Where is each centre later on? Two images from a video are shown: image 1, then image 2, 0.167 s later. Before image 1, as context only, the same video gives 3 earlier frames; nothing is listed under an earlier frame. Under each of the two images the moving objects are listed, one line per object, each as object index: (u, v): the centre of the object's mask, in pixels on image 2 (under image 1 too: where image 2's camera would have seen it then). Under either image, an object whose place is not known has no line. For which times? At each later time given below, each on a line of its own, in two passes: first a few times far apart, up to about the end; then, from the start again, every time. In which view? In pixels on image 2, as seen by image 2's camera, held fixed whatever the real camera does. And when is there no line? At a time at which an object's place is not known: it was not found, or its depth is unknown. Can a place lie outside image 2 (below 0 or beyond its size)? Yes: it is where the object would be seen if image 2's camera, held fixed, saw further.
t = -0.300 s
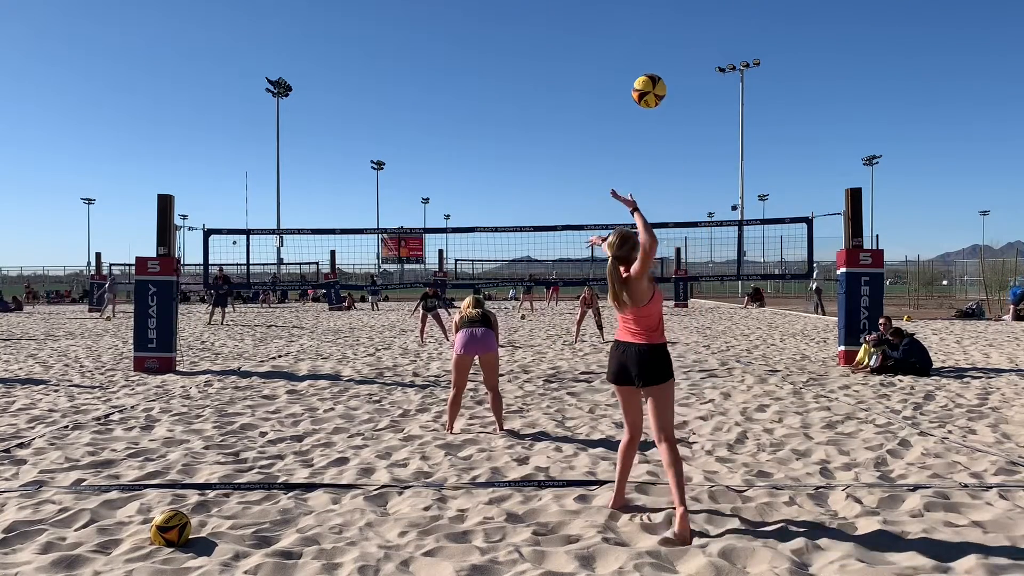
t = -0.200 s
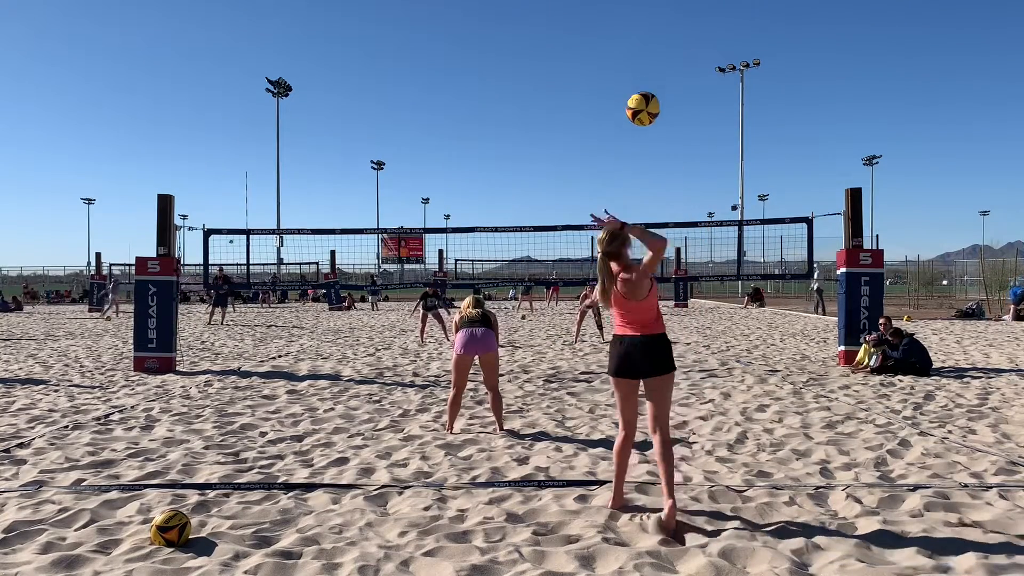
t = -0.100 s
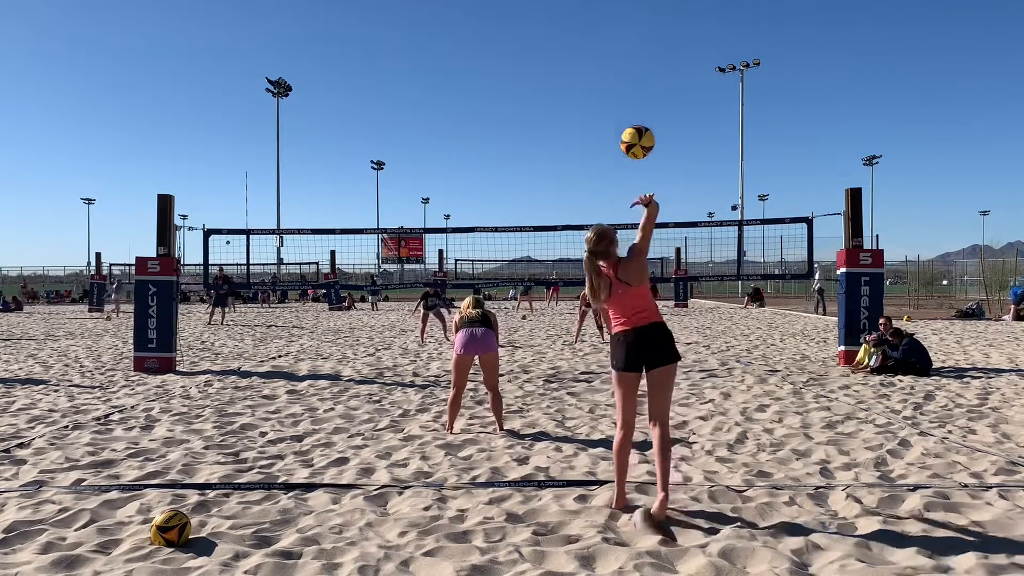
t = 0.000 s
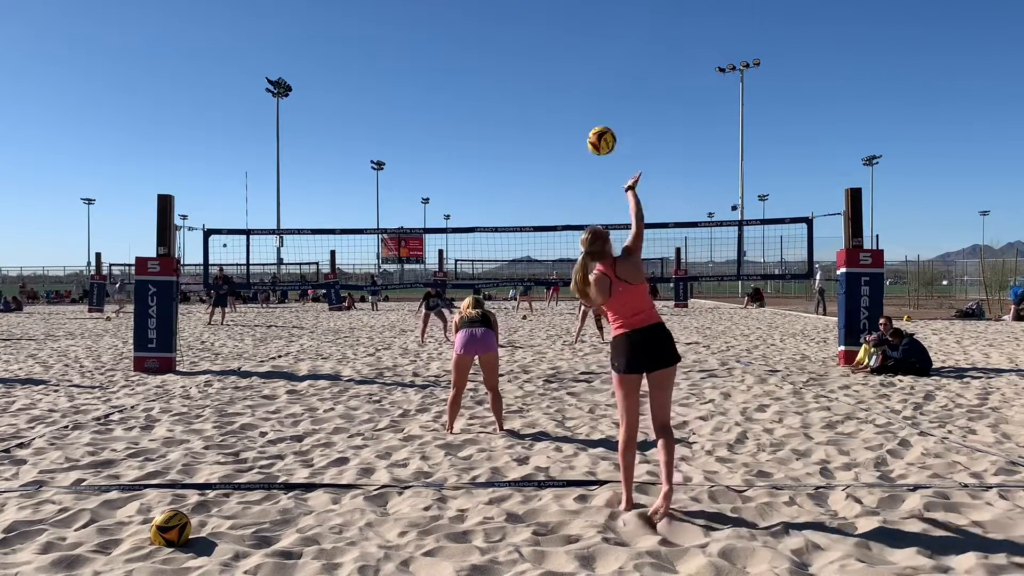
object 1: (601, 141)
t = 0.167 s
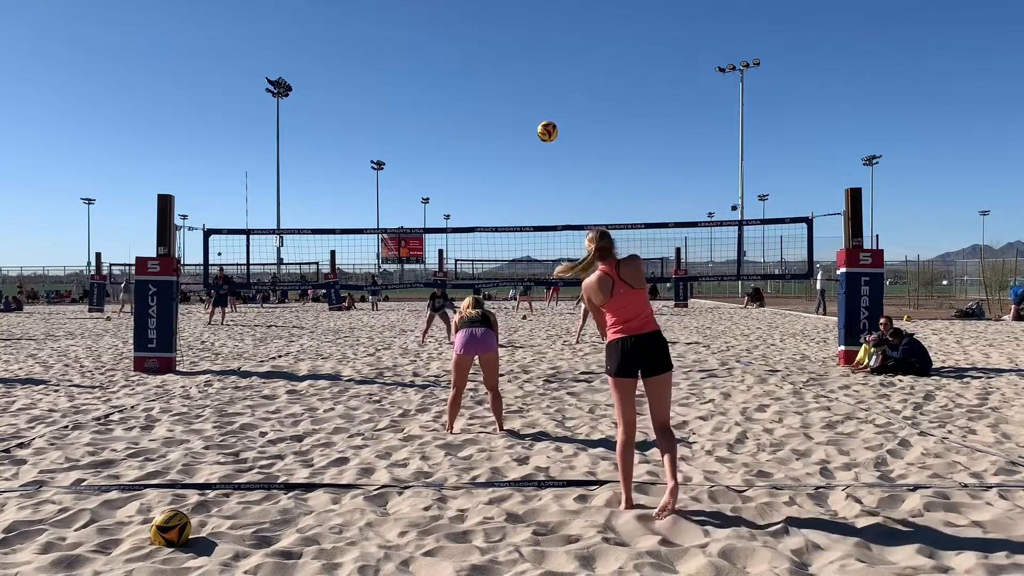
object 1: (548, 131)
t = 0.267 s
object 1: (527, 141)
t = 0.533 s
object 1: (492, 189)
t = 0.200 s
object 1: (540, 134)
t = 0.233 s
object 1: (533, 137)
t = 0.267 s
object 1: (527, 141)
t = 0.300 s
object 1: (521, 146)
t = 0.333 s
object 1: (516, 151)
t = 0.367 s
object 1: (511, 156)
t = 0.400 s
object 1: (507, 162)
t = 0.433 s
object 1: (503, 168)
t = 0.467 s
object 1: (499, 175)
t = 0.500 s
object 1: (496, 182)
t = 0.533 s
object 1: (492, 189)
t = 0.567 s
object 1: (489, 197)
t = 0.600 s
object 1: (486, 204)
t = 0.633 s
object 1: (483, 213)
